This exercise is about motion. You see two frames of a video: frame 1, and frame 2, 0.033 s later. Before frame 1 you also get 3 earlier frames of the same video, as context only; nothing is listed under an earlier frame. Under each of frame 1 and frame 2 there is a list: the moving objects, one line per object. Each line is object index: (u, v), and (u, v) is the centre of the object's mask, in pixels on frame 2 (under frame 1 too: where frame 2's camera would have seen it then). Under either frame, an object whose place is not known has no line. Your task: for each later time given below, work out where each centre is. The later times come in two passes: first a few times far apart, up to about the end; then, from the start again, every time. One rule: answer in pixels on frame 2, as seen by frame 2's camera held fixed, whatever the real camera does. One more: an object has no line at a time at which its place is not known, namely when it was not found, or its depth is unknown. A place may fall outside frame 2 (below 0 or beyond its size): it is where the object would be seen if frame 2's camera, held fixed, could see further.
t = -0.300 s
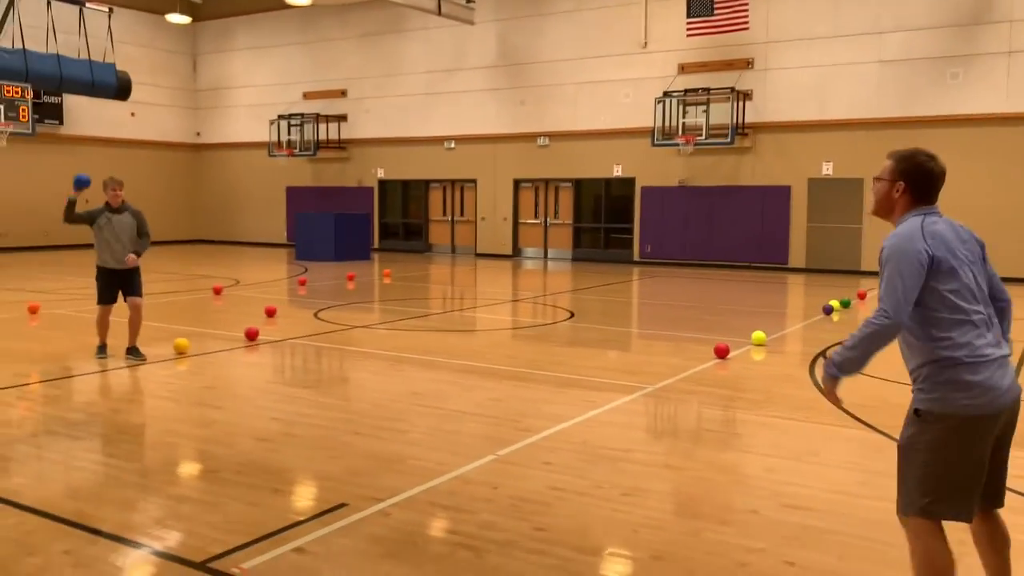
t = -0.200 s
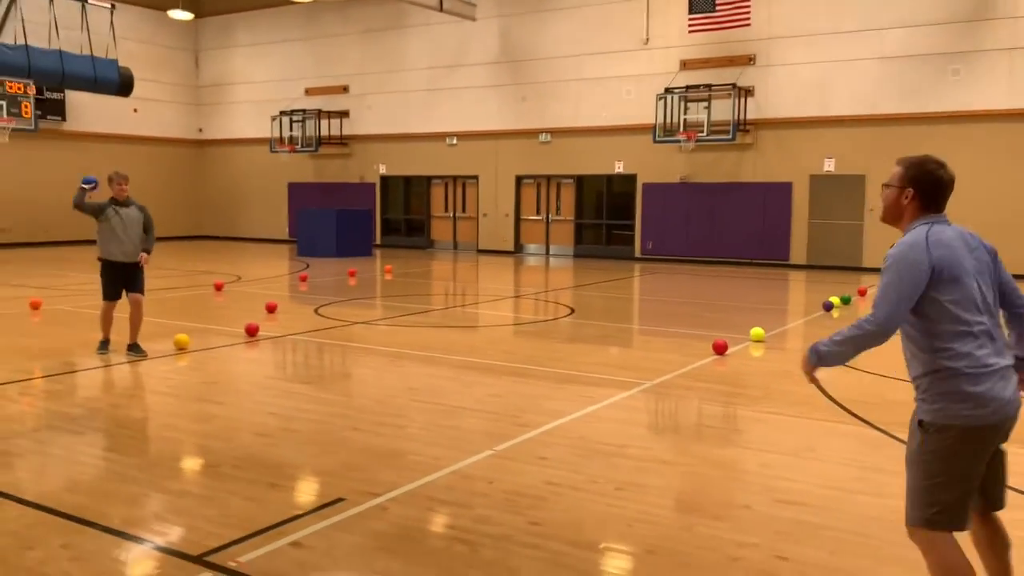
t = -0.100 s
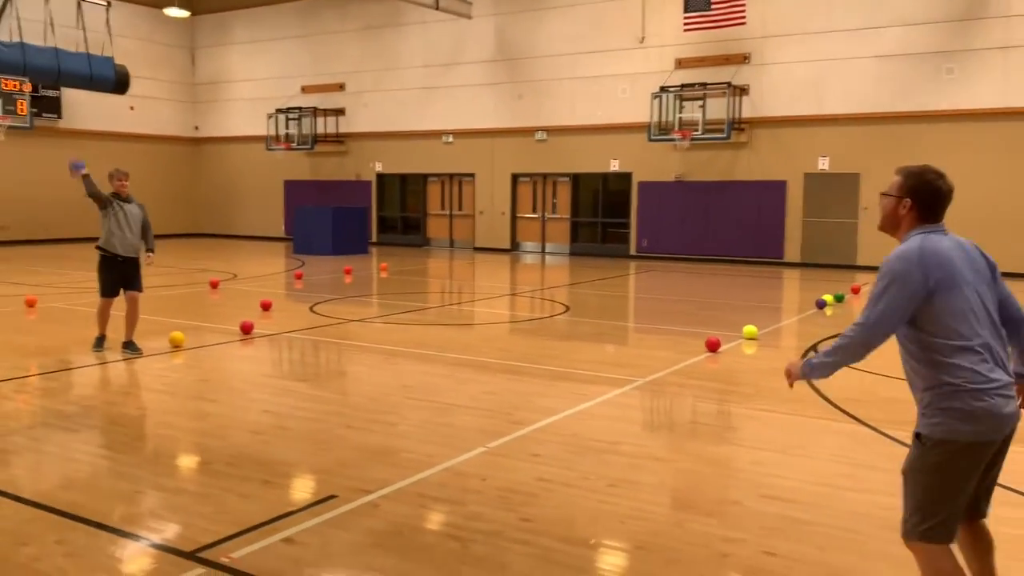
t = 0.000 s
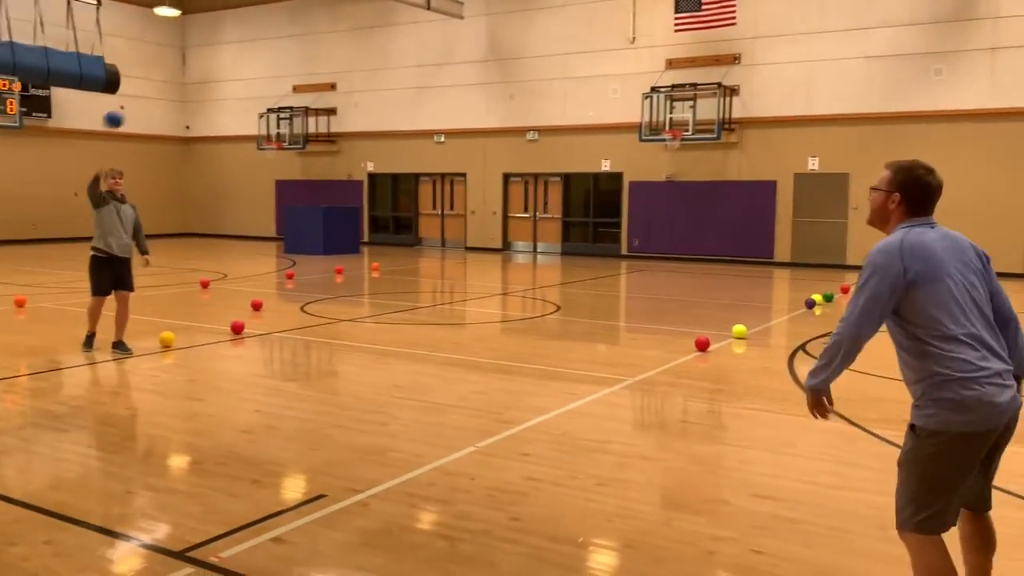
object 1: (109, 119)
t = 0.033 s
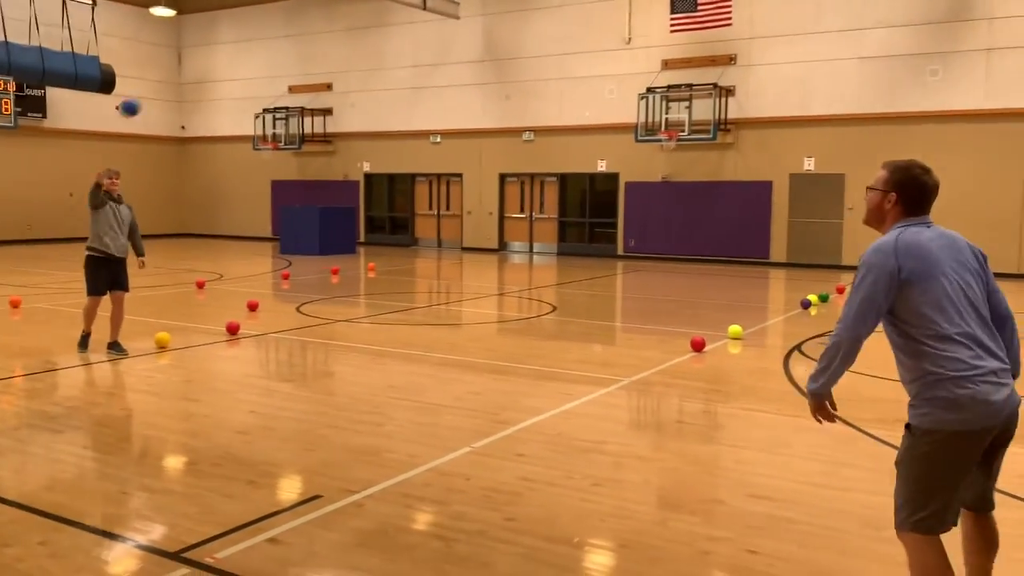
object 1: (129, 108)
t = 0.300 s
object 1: (338, 53)
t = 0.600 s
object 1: (662, 108)
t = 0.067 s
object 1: (151, 97)
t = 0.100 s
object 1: (174, 87)
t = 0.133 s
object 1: (198, 78)
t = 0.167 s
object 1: (224, 71)
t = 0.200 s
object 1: (251, 65)
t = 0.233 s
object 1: (280, 60)
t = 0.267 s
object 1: (309, 56)
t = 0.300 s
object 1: (338, 53)
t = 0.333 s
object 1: (369, 52)
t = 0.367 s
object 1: (401, 52)
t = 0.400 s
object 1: (433, 54)
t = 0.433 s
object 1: (468, 58)
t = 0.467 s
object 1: (503, 64)
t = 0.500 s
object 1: (541, 72)
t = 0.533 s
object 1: (580, 82)
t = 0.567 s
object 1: (620, 94)
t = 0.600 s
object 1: (662, 108)
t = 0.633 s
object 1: (707, 126)
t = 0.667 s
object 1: (753, 145)
